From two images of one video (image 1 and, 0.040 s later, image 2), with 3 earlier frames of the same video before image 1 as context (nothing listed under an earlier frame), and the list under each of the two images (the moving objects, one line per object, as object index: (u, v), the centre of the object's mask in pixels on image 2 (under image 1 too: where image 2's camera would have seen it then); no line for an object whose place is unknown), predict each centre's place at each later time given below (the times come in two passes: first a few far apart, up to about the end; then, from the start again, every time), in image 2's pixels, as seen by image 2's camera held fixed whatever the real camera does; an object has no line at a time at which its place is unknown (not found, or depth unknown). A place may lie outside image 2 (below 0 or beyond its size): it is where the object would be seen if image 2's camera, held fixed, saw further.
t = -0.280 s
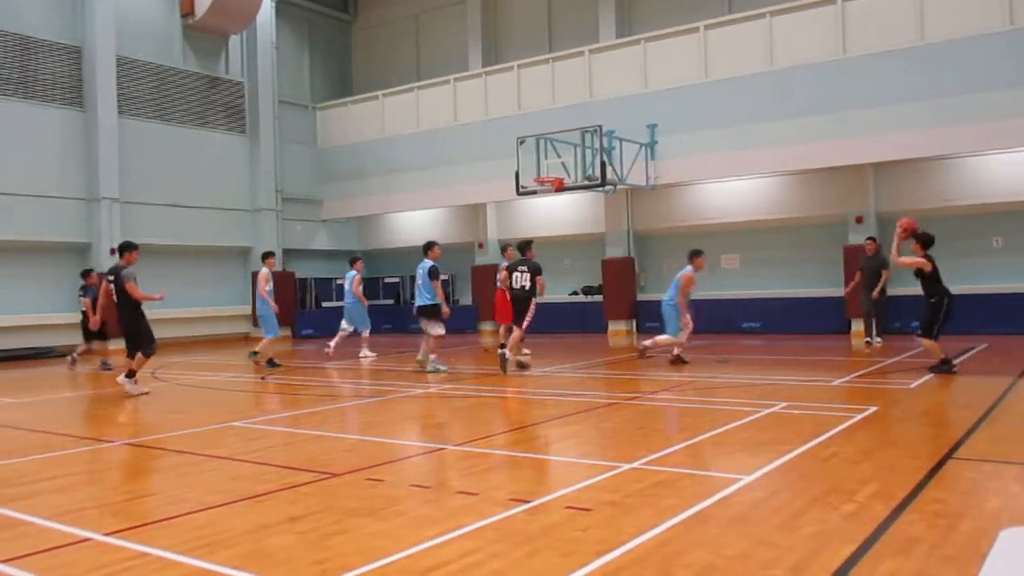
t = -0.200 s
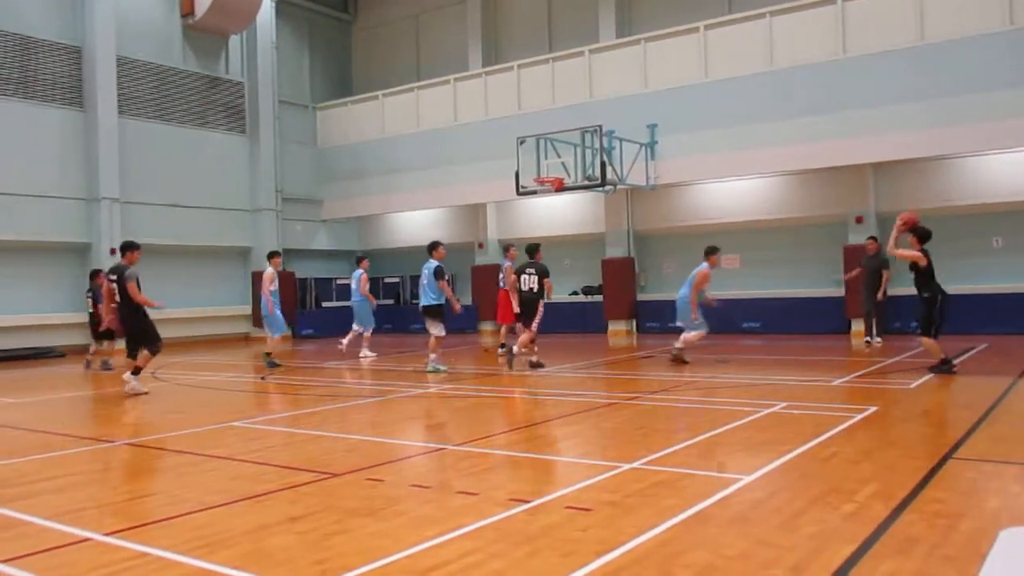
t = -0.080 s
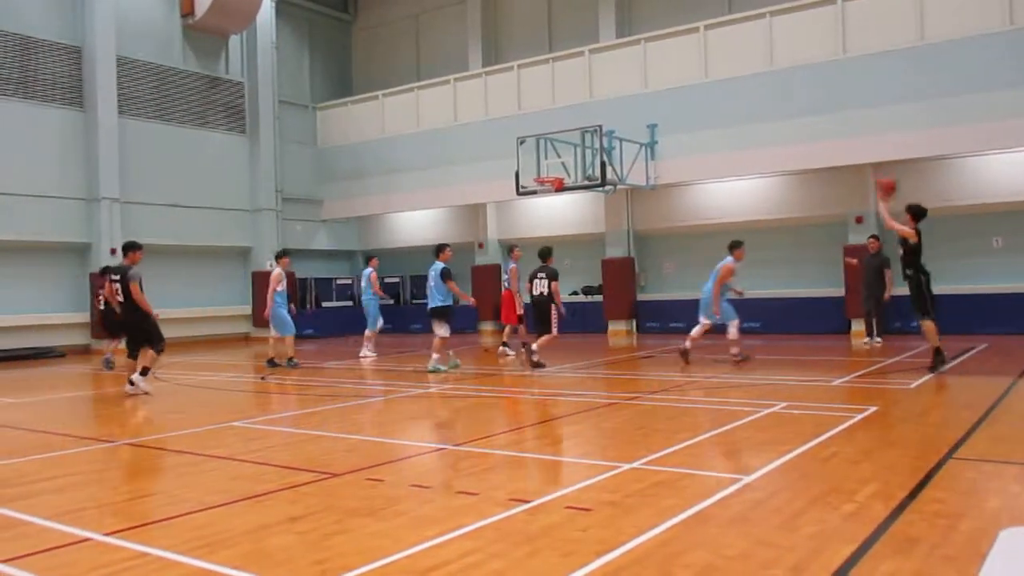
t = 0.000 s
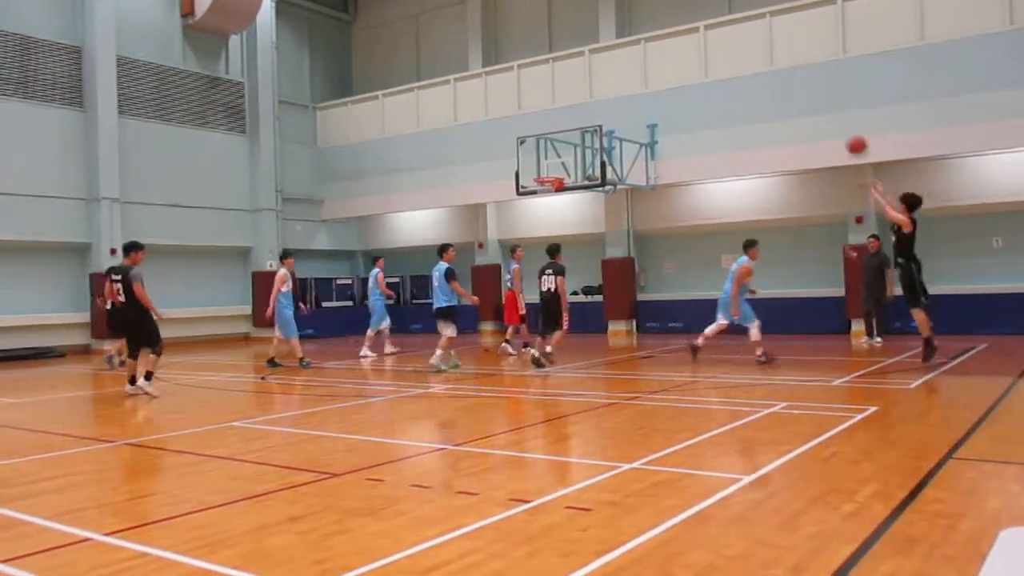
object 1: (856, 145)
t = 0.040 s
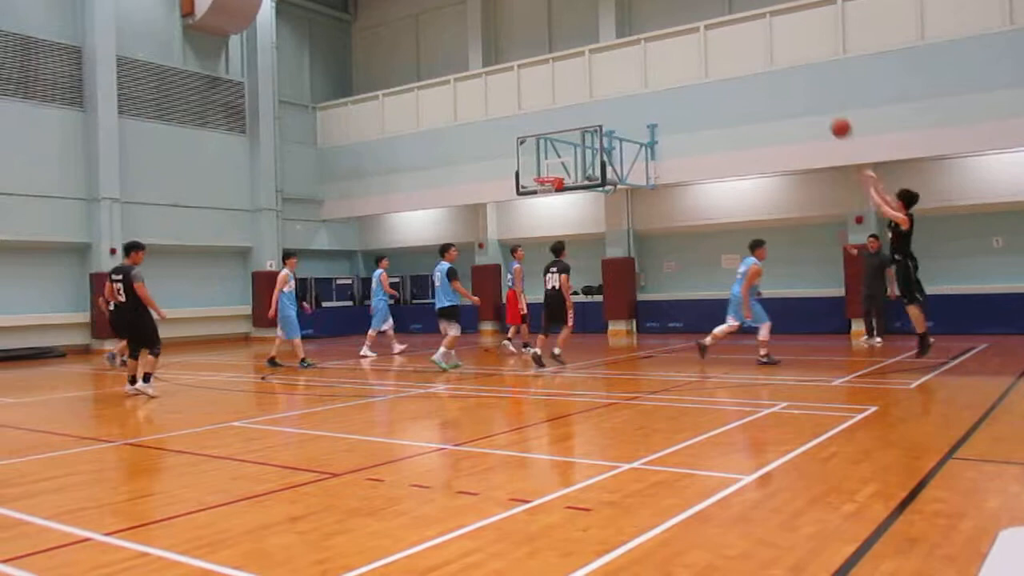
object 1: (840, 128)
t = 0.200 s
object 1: (783, 75)
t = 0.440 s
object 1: (711, 39)
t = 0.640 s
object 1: (659, 41)
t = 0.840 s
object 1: (614, 68)
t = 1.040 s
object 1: (577, 112)
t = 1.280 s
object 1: (541, 177)
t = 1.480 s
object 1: (552, 170)
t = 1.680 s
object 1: (548, 165)
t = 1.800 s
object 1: (544, 172)
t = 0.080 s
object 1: (826, 112)
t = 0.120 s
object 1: (811, 98)
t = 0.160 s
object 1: (797, 86)
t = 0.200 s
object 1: (783, 75)
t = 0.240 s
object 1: (770, 66)
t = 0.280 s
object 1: (757, 59)
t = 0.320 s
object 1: (744, 52)
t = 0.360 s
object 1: (733, 47)
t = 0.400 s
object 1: (721, 42)
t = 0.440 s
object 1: (711, 39)
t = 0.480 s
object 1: (699, 38)
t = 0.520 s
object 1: (689, 37)
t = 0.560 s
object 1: (679, 39)
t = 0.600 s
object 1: (669, 40)
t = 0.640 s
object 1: (659, 41)
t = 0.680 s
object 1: (650, 45)
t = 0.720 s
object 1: (641, 49)
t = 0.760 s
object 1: (632, 56)
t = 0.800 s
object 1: (623, 61)
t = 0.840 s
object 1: (614, 68)
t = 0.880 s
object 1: (607, 75)
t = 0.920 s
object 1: (599, 83)
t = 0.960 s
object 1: (591, 92)
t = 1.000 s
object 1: (583, 102)
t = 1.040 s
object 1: (577, 112)
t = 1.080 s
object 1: (569, 122)
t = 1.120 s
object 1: (562, 134)
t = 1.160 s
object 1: (556, 147)
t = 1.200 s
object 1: (549, 159)
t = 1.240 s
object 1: (543, 172)
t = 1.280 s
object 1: (541, 177)
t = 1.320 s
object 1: (542, 178)
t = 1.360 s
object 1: (548, 177)
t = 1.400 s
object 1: (551, 174)
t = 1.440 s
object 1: (553, 172)
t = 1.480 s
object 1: (552, 170)
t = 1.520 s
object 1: (551, 167)
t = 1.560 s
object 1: (550, 165)
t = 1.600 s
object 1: (549, 164)
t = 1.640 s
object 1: (549, 164)
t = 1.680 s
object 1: (548, 165)
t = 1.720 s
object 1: (546, 166)
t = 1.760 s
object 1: (545, 169)
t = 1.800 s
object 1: (544, 172)
